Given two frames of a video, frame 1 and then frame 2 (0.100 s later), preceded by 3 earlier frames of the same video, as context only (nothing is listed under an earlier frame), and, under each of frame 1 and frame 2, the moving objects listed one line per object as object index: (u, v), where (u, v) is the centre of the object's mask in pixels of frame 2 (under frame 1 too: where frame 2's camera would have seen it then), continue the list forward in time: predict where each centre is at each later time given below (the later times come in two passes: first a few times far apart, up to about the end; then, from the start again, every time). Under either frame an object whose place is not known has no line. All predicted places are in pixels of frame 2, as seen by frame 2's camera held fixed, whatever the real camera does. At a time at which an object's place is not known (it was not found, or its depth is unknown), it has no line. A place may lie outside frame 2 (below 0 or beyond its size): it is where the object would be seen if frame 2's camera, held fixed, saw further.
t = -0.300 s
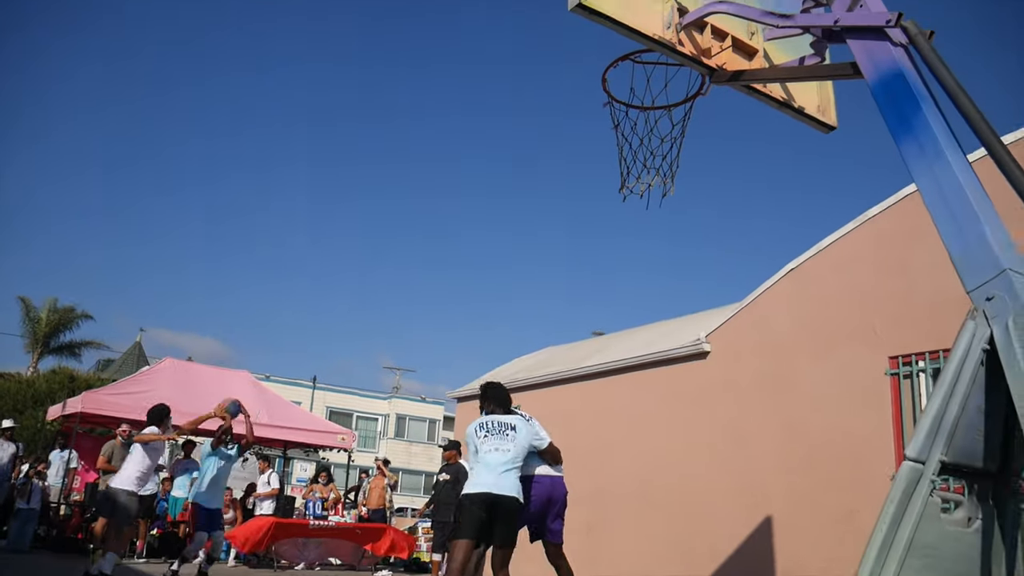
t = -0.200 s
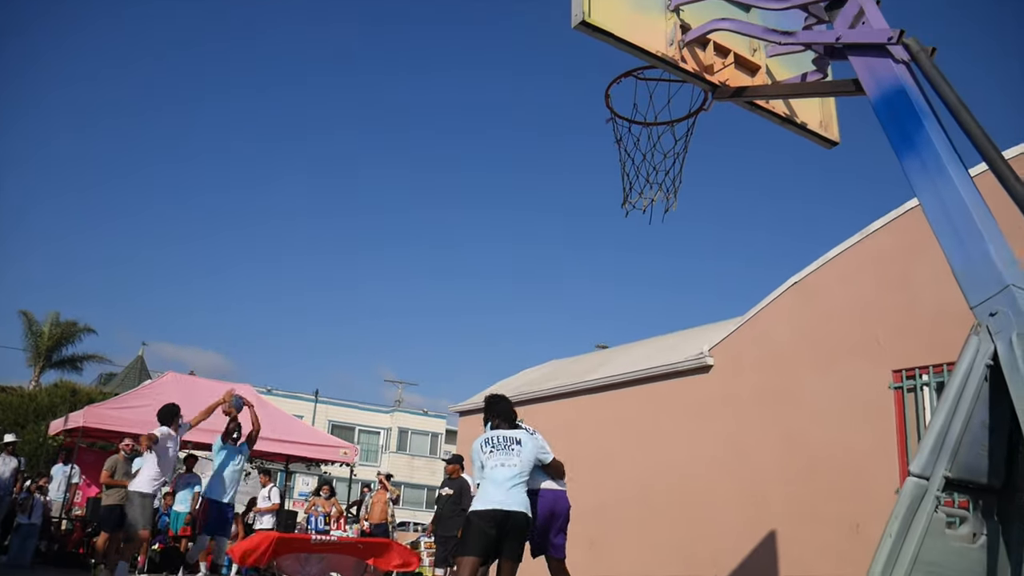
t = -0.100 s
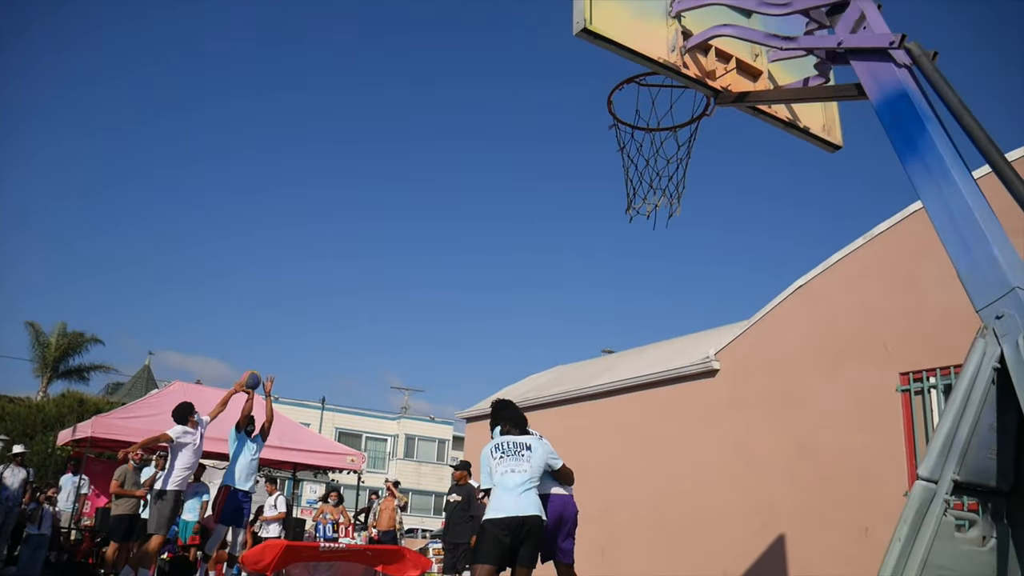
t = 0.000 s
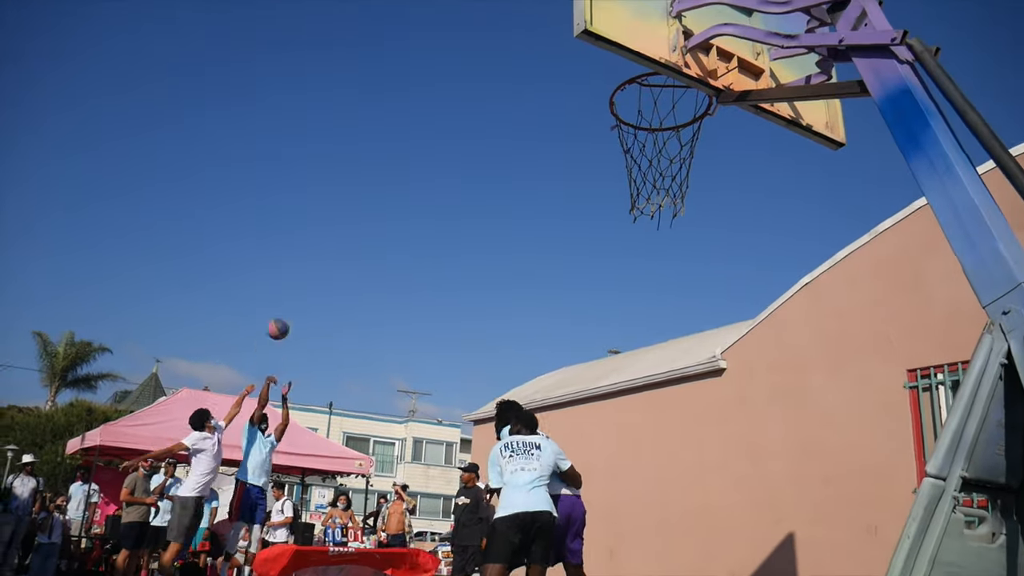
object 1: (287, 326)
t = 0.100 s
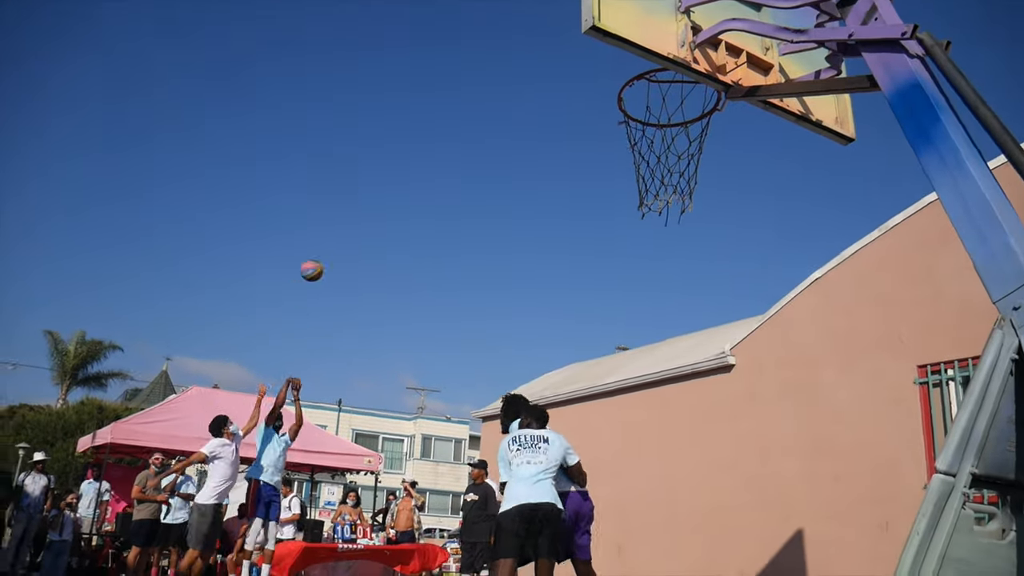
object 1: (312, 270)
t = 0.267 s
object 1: (354, 187)
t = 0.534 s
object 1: (429, 83)
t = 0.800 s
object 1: (523, 20)
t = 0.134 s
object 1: (320, 253)
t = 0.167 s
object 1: (329, 236)
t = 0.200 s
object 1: (337, 219)
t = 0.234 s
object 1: (346, 202)
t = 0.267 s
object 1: (354, 187)
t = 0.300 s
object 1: (363, 172)
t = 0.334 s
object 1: (373, 158)
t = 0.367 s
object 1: (382, 144)
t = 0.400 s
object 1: (390, 130)
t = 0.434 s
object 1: (399, 118)
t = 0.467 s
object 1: (409, 106)
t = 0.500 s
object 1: (419, 94)
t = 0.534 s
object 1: (429, 83)
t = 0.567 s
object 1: (439, 72)
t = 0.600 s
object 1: (450, 62)
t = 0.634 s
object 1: (461, 53)
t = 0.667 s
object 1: (472, 45)
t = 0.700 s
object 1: (484, 38)
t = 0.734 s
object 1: (496, 31)
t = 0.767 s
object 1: (509, 25)
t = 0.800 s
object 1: (523, 20)
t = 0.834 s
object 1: (538, 16)
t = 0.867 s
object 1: (553, 14)
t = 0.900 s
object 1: (566, 13)
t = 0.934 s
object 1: (574, 13)
